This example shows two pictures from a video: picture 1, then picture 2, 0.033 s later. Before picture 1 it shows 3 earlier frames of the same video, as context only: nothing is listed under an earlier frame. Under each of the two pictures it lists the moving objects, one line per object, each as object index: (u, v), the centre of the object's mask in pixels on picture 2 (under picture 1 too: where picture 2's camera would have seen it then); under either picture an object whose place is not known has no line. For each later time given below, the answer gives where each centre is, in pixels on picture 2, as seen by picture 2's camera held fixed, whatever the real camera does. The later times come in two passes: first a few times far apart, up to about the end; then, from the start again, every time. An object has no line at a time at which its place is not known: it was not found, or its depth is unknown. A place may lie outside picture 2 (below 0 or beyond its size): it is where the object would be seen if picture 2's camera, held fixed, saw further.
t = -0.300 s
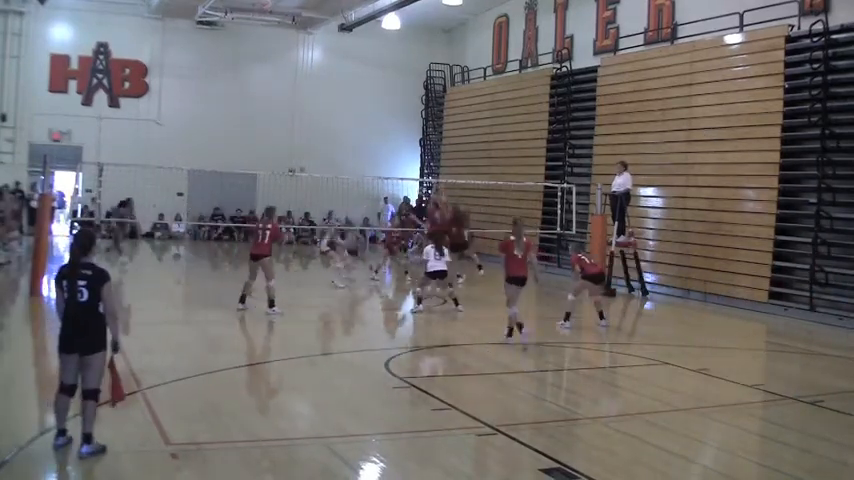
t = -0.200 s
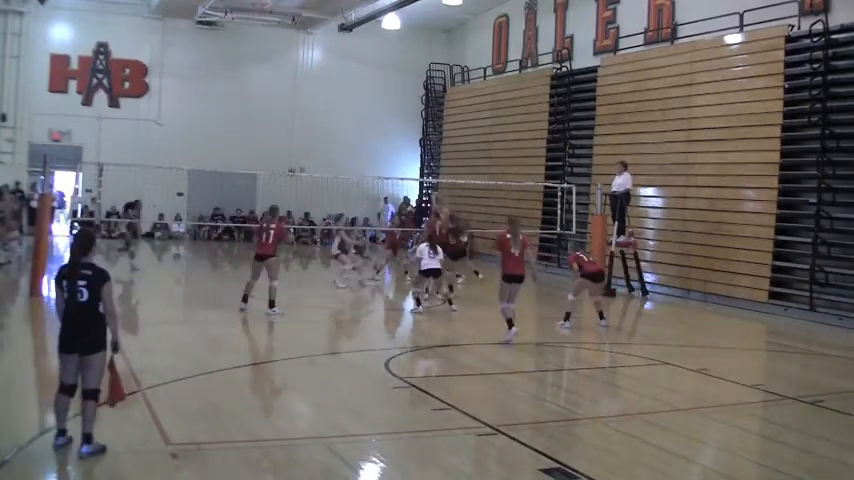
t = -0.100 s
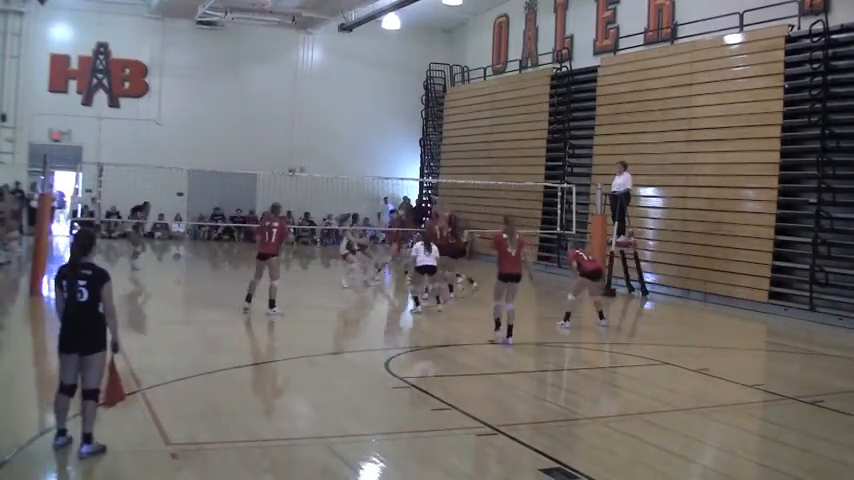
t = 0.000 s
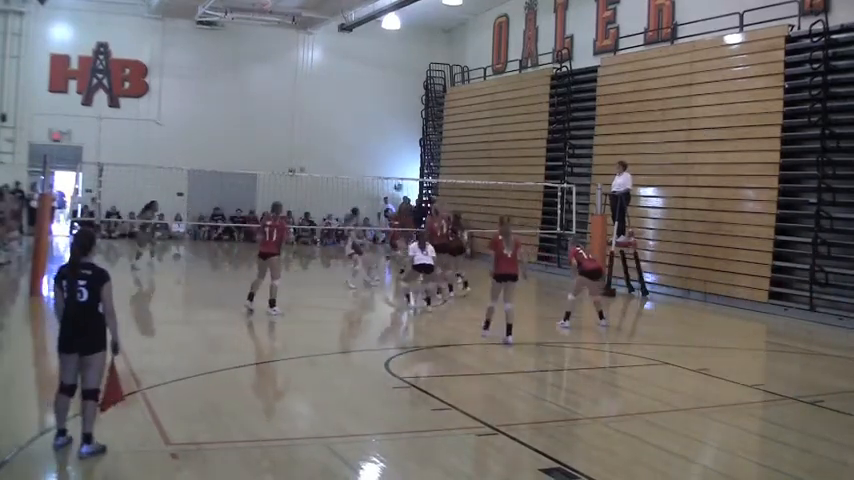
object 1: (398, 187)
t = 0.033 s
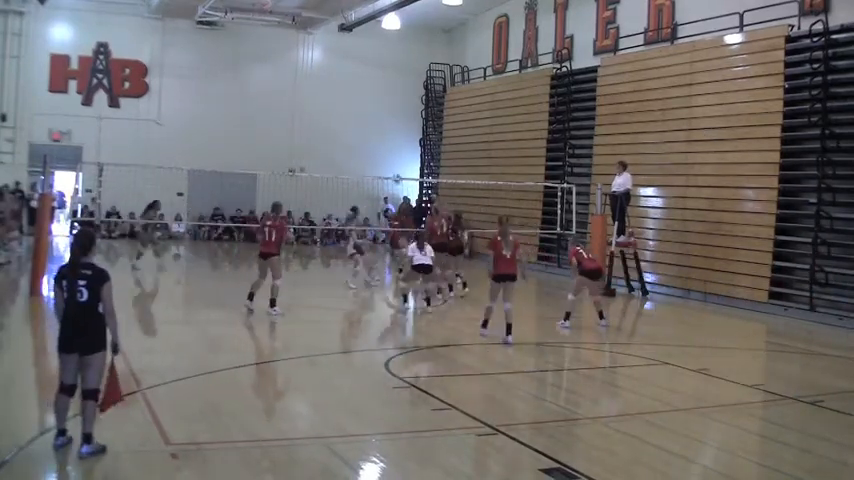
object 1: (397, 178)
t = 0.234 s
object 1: (389, 139)
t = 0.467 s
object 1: (379, 114)
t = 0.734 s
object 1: (367, 116)
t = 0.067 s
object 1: (396, 171)
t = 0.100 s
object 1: (394, 163)
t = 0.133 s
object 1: (393, 156)
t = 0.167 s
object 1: (392, 150)
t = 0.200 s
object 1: (390, 144)
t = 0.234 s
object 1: (389, 139)
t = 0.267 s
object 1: (388, 134)
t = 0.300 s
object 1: (387, 130)
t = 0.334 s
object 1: (386, 126)
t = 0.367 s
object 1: (384, 122)
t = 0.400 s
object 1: (382, 119)
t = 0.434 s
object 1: (381, 116)
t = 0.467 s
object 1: (379, 114)
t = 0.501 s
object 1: (378, 113)
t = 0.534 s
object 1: (376, 112)
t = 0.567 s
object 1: (375, 111)
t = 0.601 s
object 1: (373, 112)
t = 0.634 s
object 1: (372, 112)
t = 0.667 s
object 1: (370, 113)
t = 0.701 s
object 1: (369, 114)
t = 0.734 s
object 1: (367, 116)
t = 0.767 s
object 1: (365, 119)
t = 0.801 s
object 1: (363, 122)
